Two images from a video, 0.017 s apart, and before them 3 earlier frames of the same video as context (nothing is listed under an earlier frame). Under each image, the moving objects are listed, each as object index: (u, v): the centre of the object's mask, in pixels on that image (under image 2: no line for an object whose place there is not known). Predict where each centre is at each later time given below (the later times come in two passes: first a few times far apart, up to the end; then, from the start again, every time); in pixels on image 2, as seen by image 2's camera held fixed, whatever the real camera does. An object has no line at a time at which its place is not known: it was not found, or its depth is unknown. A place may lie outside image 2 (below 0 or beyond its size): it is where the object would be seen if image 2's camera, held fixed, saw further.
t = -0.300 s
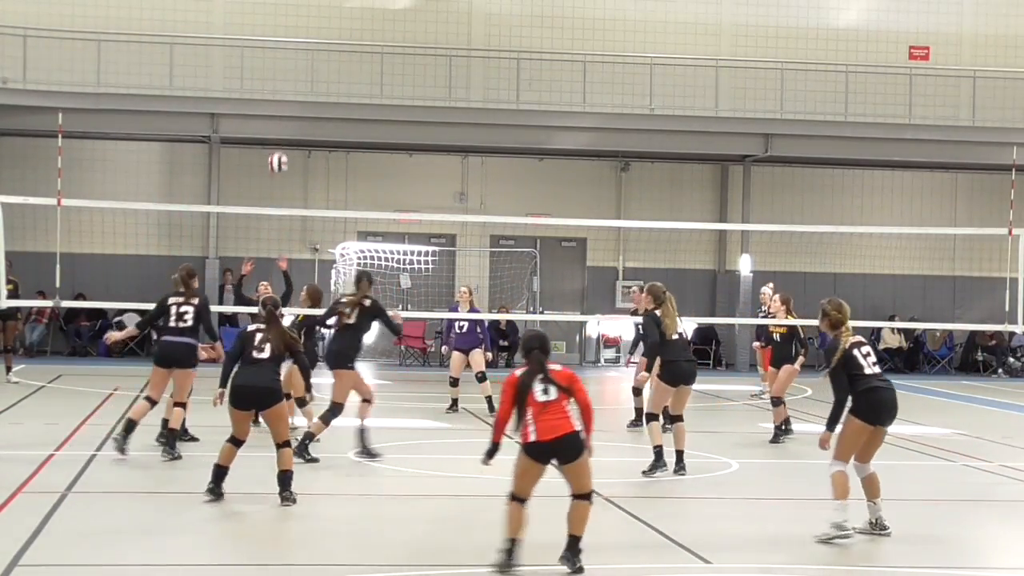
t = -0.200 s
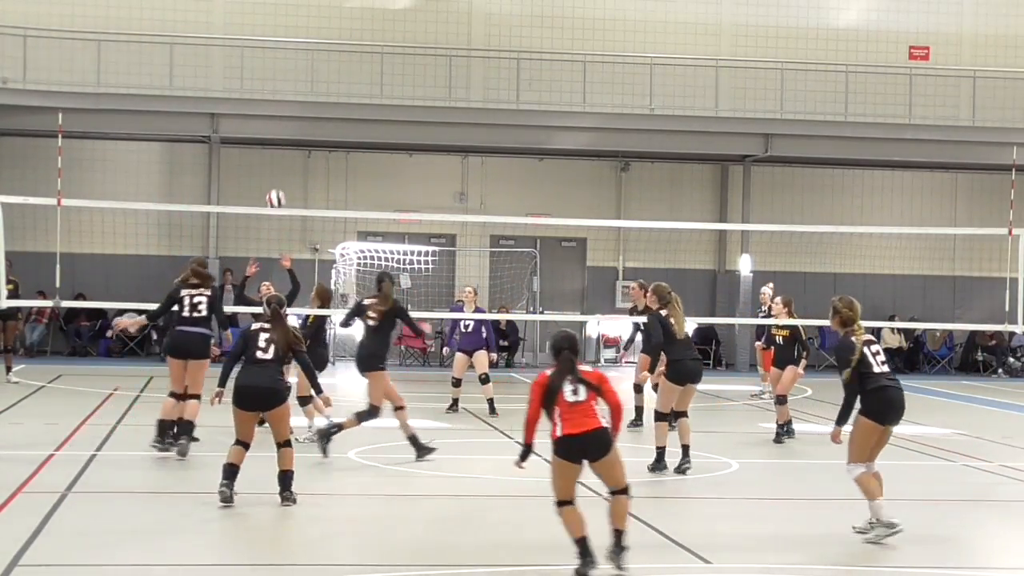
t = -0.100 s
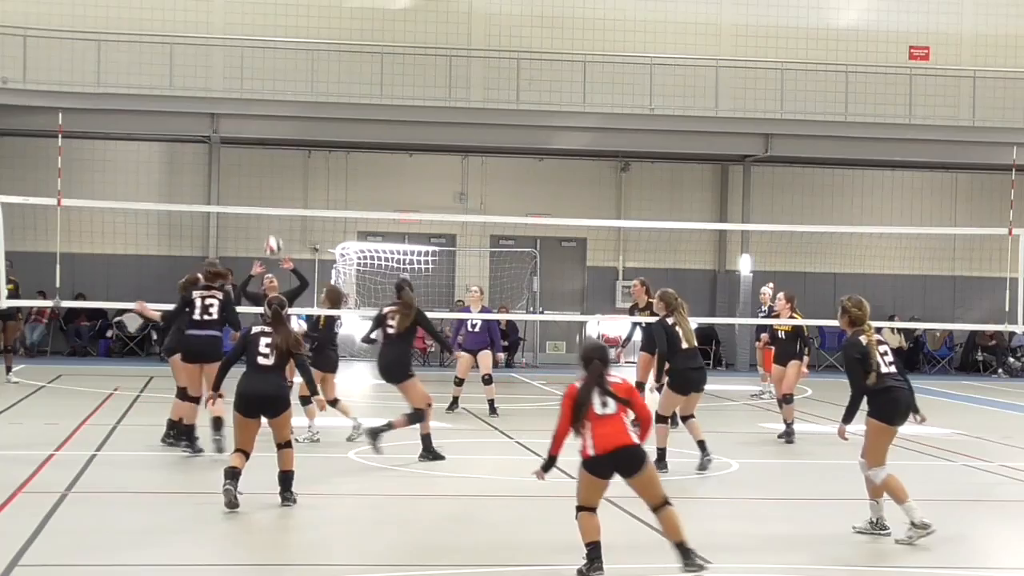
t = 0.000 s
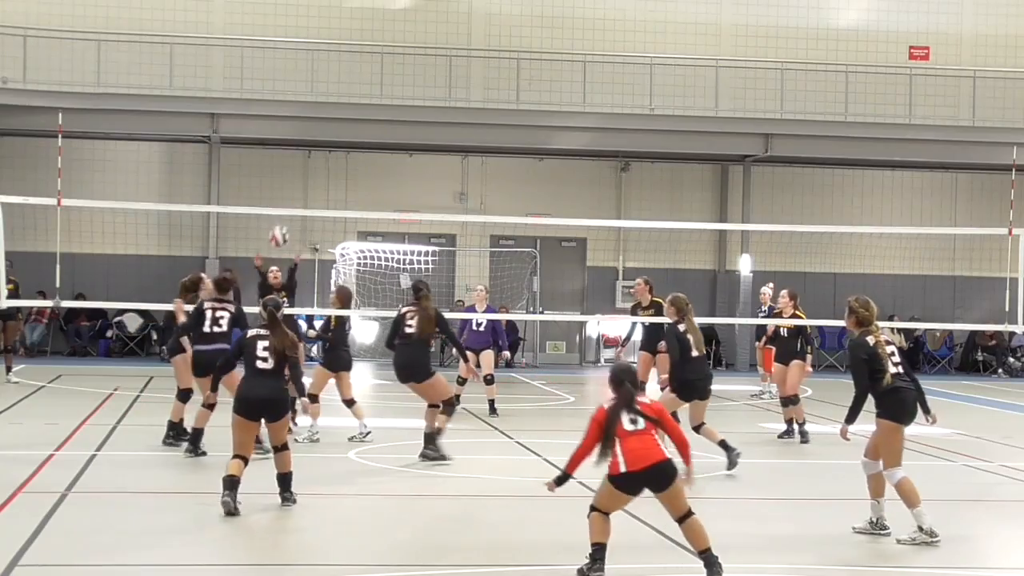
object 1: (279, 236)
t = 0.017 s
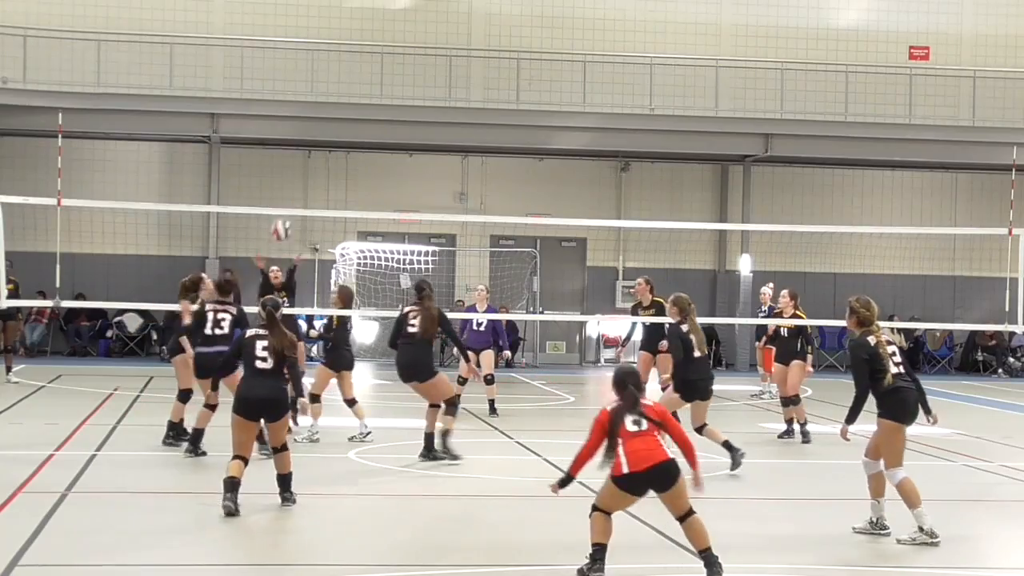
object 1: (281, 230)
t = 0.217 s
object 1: (303, 167)
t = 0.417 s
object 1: (328, 135)
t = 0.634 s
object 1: (367, 151)
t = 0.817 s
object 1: (411, 224)
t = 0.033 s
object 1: (283, 224)
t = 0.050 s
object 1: (285, 217)
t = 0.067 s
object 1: (287, 204)
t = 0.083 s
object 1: (289, 202)
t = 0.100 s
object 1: (291, 198)
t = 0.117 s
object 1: (293, 194)
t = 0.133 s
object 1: (295, 189)
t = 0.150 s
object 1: (296, 184)
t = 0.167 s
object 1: (298, 180)
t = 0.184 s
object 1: (299, 175)
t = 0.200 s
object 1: (301, 171)
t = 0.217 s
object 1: (303, 167)
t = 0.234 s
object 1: (305, 163)
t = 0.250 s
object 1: (307, 159)
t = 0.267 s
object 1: (309, 156)
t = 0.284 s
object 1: (310, 152)
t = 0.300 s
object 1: (313, 149)
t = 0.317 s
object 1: (314, 146)
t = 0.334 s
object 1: (316, 144)
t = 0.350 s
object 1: (318, 142)
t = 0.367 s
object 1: (321, 140)
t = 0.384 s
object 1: (323, 138)
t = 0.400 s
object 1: (325, 136)
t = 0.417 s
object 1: (328, 135)
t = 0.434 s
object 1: (331, 135)
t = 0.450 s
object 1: (332, 134)
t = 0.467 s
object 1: (335, 133)
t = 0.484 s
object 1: (338, 134)
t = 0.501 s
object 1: (341, 134)
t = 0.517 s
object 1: (344, 135)
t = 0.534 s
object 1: (347, 136)
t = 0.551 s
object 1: (350, 137)
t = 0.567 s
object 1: (354, 139)
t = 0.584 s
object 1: (357, 141)
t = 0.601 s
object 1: (361, 144)
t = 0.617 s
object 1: (364, 148)
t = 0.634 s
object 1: (367, 151)
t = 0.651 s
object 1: (371, 155)
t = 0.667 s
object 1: (375, 160)
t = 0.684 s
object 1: (379, 164)
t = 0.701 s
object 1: (382, 170)
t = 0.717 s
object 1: (386, 176)
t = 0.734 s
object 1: (390, 184)
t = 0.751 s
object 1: (394, 191)
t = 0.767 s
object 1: (399, 197)
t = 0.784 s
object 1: (403, 206)
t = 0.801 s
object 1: (407, 214)
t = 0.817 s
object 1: (411, 224)
